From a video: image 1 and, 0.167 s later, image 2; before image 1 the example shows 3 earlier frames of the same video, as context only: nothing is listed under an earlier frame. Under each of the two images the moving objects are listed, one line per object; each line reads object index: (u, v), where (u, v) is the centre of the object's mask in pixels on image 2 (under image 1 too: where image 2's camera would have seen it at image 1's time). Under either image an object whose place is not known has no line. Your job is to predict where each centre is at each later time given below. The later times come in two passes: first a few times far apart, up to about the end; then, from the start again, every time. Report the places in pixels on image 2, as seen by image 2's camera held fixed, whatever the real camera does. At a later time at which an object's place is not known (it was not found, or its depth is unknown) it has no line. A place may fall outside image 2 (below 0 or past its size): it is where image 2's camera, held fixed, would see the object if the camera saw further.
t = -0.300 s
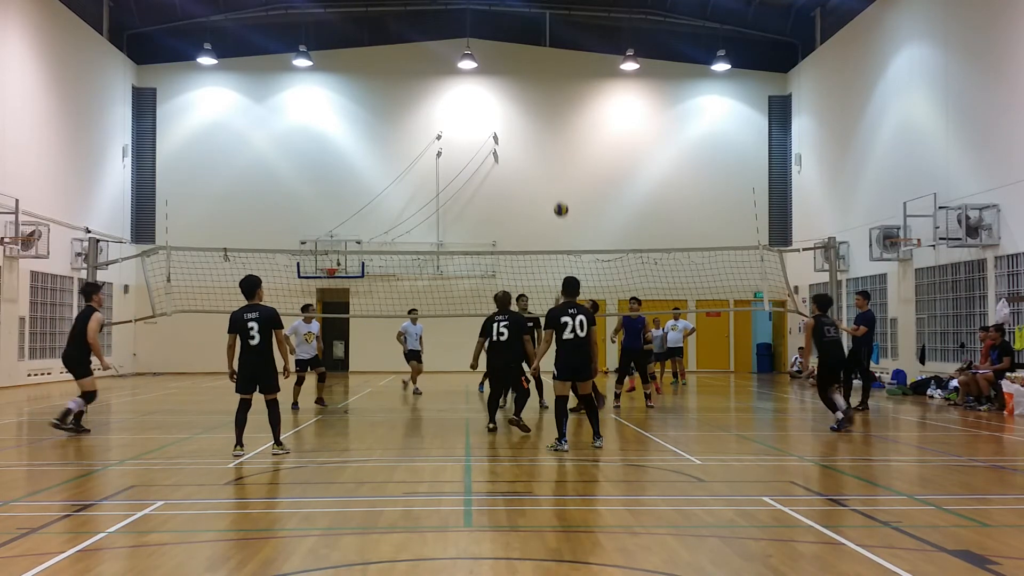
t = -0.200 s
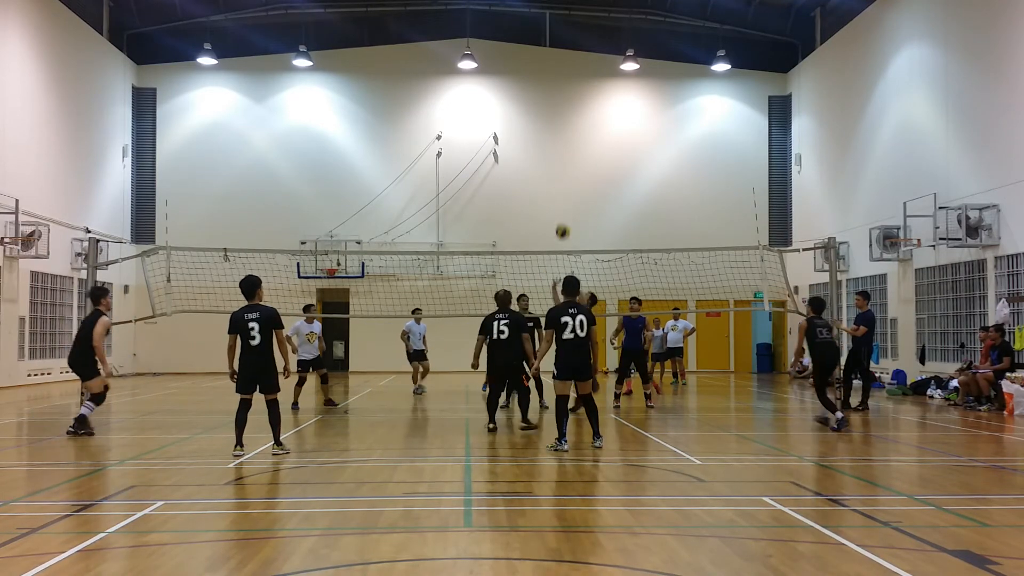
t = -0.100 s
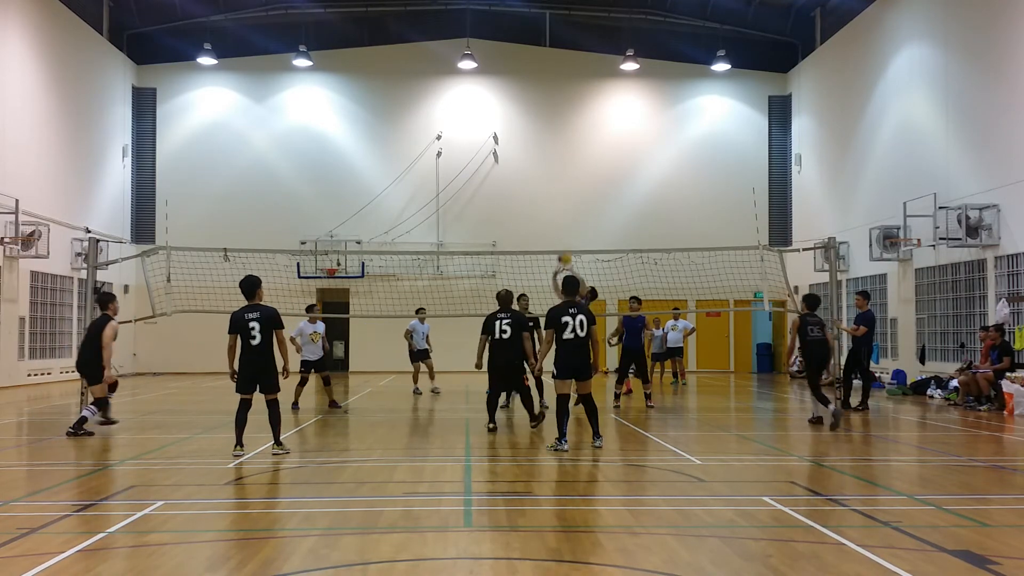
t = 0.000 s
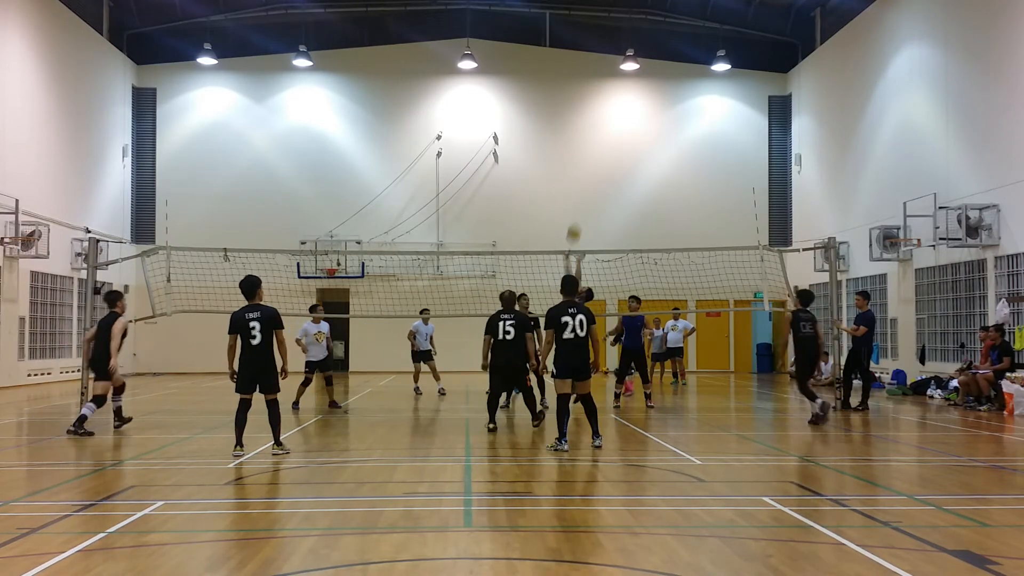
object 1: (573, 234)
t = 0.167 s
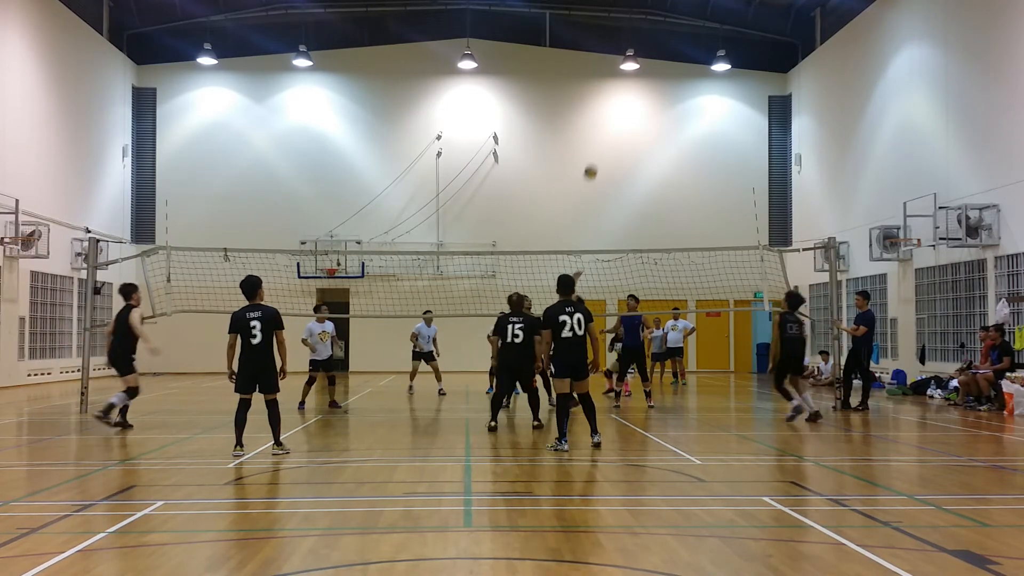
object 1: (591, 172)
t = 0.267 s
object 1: (600, 144)
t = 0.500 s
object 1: (619, 106)
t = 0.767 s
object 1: (641, 106)
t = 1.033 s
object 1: (663, 151)
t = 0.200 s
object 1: (594, 162)
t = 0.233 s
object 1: (597, 153)
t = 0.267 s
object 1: (600, 144)
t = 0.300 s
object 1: (602, 137)
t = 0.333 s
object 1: (605, 130)
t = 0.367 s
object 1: (608, 123)
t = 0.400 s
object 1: (611, 118)
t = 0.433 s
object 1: (614, 113)
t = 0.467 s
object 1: (616, 109)
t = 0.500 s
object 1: (619, 106)
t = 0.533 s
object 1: (622, 103)
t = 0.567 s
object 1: (625, 101)
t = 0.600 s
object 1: (627, 100)
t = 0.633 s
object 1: (630, 100)
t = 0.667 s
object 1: (633, 100)
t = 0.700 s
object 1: (636, 101)
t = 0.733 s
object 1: (638, 103)
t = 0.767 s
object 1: (641, 106)
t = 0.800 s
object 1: (644, 109)
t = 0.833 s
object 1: (647, 113)
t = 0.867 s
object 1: (649, 117)
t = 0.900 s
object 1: (652, 122)
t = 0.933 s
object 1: (655, 129)
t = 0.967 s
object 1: (657, 135)
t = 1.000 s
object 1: (660, 143)
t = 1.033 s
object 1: (663, 151)
